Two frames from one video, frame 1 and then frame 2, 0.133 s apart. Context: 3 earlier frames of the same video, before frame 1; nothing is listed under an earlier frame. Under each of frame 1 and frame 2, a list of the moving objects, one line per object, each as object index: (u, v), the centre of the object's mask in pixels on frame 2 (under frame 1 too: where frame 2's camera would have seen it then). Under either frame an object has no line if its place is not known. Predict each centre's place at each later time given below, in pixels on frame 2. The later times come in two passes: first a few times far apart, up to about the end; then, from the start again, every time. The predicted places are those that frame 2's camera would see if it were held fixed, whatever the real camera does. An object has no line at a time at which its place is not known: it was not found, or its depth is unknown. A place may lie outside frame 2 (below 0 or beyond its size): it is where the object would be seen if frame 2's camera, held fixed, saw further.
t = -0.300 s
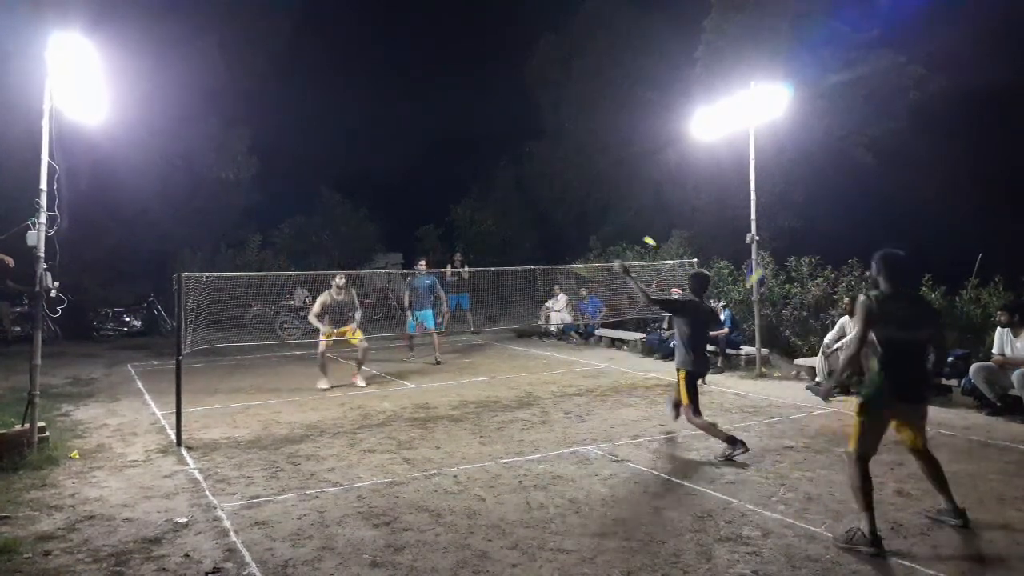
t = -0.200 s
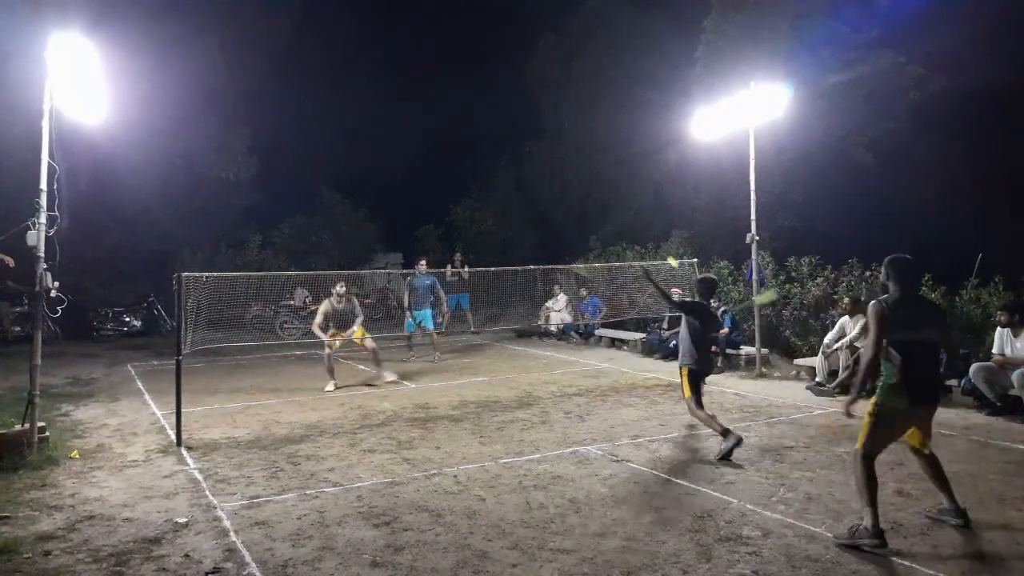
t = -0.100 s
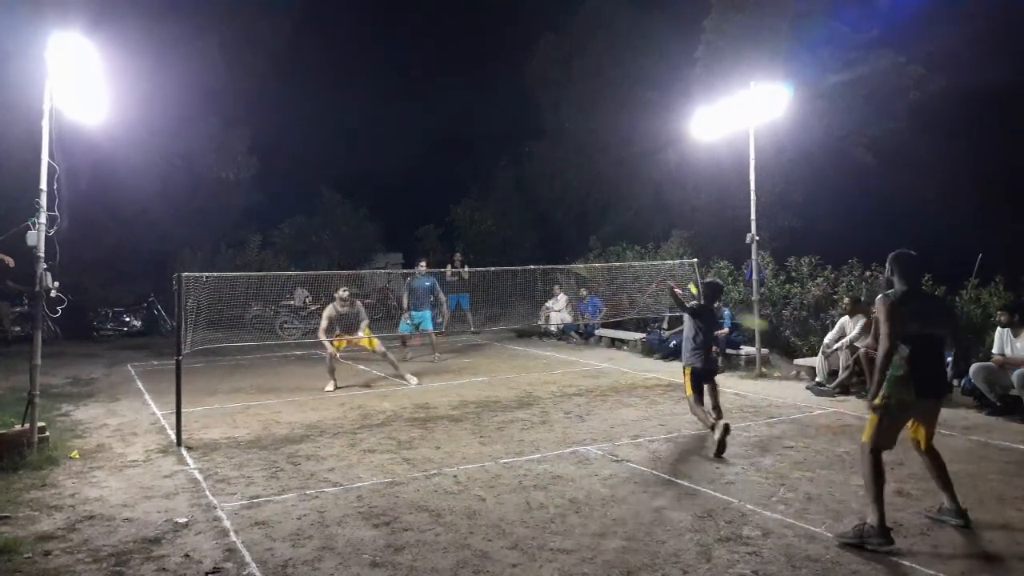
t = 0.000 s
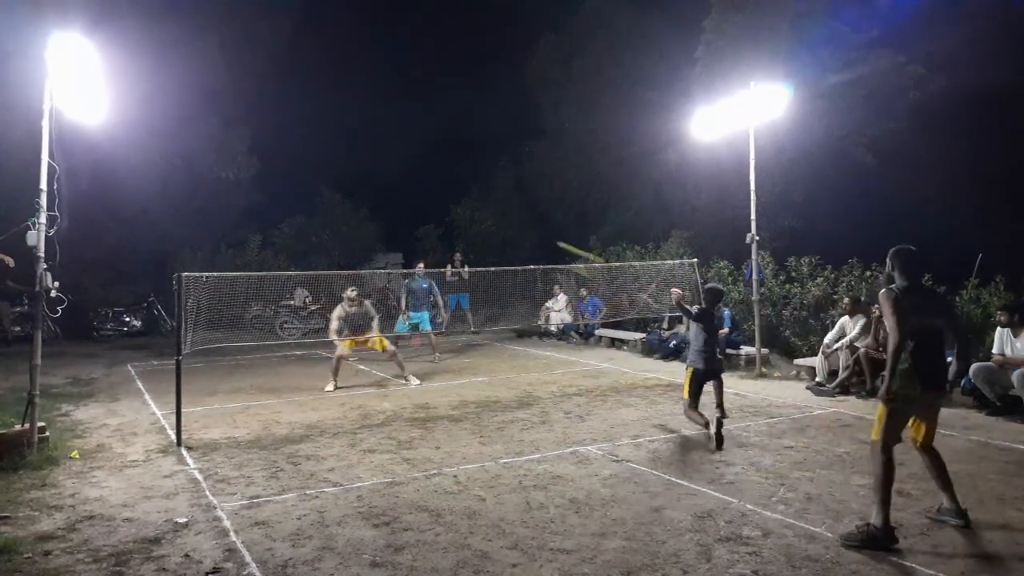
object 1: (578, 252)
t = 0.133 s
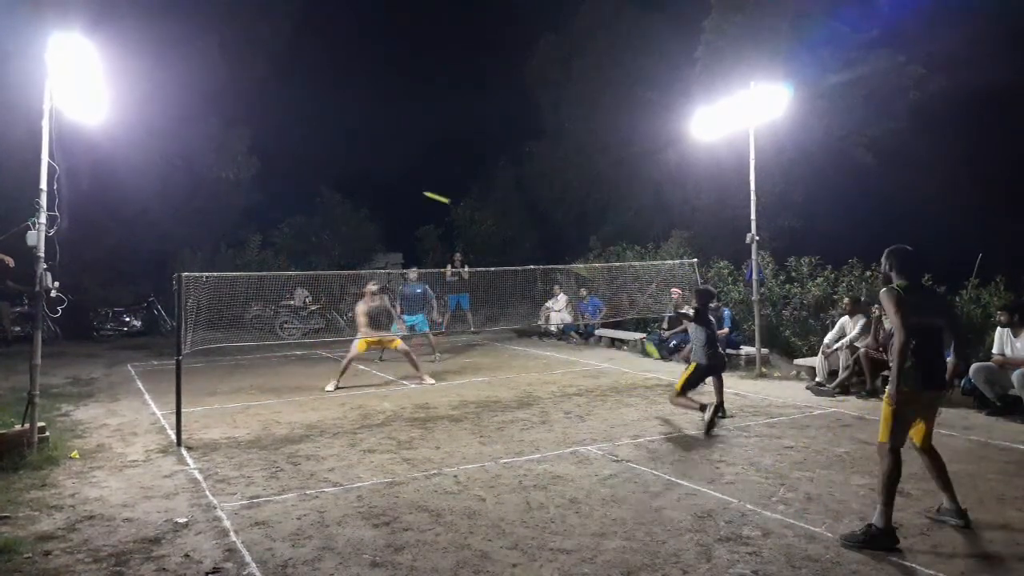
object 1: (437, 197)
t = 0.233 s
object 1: (371, 178)
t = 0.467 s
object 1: (276, 171)
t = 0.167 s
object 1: (412, 189)
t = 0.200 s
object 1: (390, 183)
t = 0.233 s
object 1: (371, 178)
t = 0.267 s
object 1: (353, 174)
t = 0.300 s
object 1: (337, 171)
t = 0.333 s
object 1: (323, 169)
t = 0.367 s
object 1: (310, 169)
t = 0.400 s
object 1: (298, 169)
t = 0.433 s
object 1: (286, 170)
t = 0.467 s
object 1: (276, 171)
